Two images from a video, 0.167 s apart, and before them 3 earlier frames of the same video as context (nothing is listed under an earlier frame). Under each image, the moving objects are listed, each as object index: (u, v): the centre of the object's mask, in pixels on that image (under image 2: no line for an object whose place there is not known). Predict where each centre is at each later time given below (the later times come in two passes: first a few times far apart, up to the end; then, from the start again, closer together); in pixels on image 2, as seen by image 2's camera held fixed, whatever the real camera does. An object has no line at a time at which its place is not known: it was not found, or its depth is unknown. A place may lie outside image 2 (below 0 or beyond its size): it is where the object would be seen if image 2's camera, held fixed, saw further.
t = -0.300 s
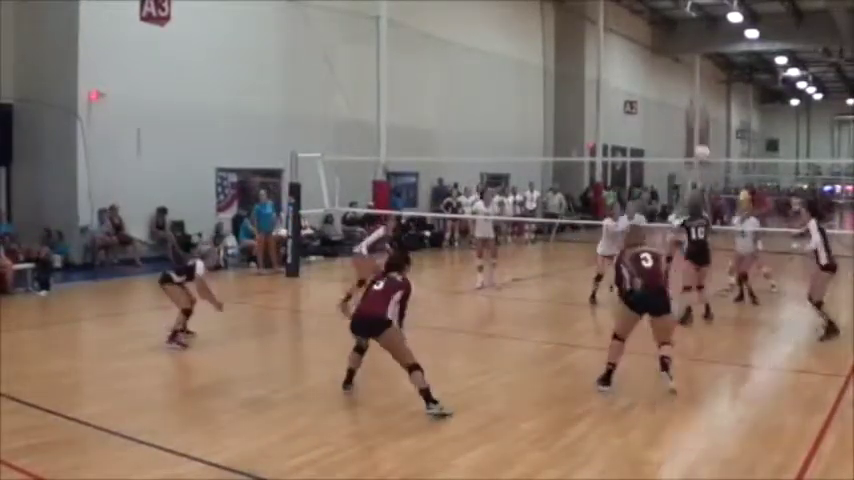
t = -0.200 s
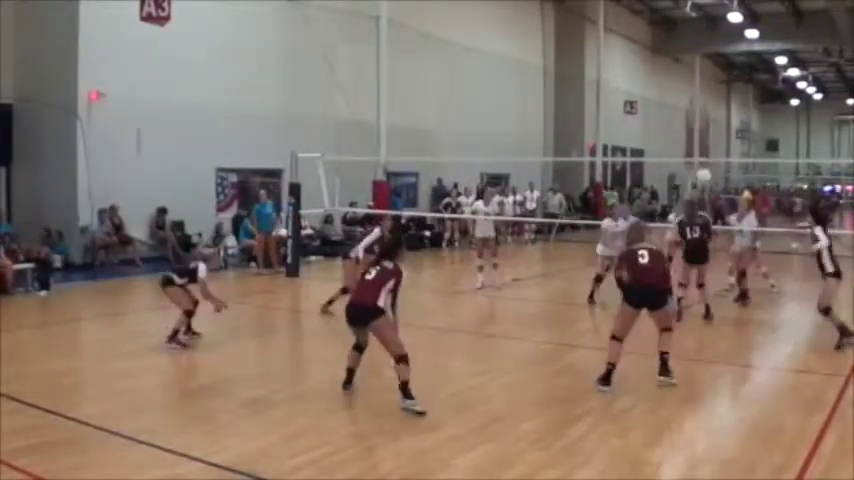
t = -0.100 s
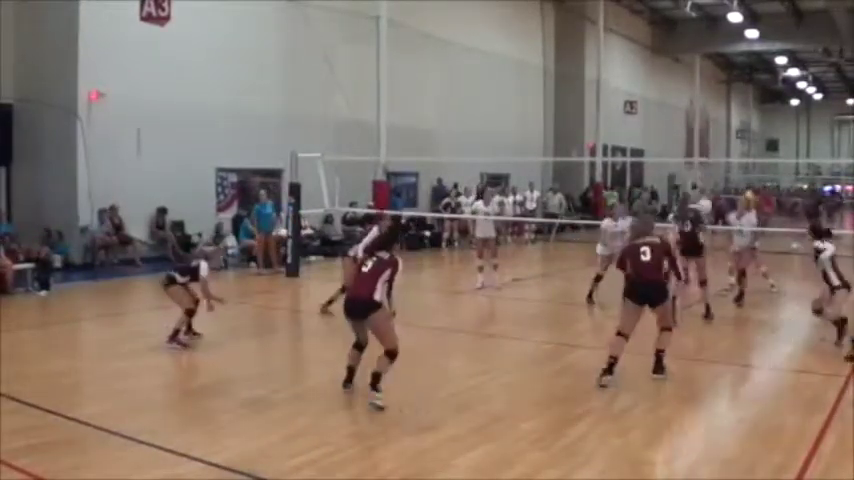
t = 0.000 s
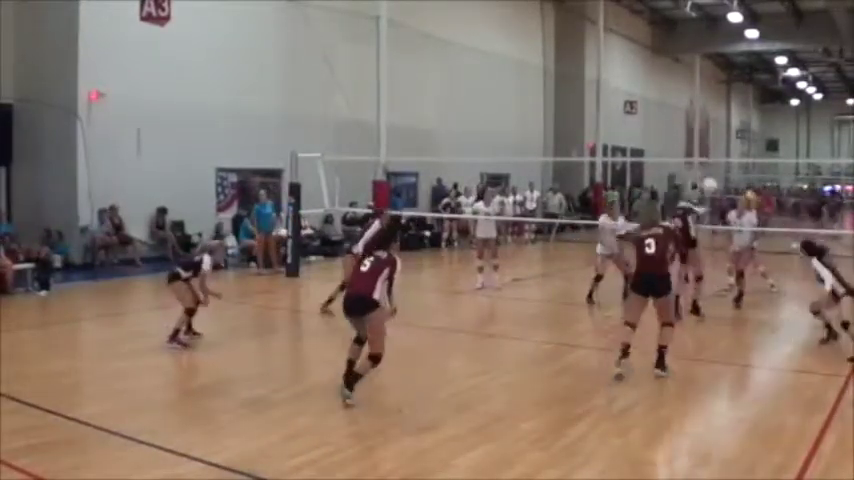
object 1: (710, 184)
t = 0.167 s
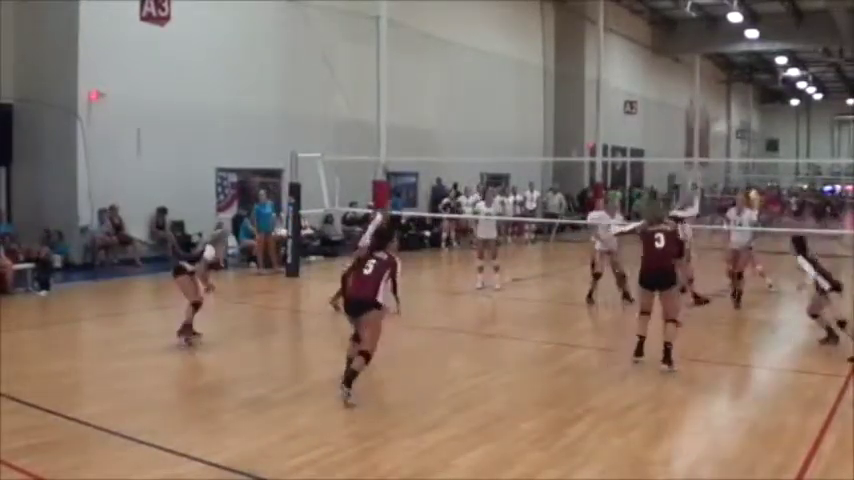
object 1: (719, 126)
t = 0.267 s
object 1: (727, 101)
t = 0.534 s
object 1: (743, 72)
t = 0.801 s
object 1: (760, 94)
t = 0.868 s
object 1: (764, 108)
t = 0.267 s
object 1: (727, 101)
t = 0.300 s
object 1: (728, 97)
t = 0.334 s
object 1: (730, 90)
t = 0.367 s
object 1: (732, 85)
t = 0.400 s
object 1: (735, 81)
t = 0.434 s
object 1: (736, 78)
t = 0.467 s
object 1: (739, 75)
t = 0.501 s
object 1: (741, 73)
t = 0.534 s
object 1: (743, 72)
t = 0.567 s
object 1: (745, 72)
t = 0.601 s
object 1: (746, 72)
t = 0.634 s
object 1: (749, 73)
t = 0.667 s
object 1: (751, 76)
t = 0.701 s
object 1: (753, 79)
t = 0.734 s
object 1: (755, 84)
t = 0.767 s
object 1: (758, 89)
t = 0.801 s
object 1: (760, 94)
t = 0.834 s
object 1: (762, 101)
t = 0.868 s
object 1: (764, 108)
